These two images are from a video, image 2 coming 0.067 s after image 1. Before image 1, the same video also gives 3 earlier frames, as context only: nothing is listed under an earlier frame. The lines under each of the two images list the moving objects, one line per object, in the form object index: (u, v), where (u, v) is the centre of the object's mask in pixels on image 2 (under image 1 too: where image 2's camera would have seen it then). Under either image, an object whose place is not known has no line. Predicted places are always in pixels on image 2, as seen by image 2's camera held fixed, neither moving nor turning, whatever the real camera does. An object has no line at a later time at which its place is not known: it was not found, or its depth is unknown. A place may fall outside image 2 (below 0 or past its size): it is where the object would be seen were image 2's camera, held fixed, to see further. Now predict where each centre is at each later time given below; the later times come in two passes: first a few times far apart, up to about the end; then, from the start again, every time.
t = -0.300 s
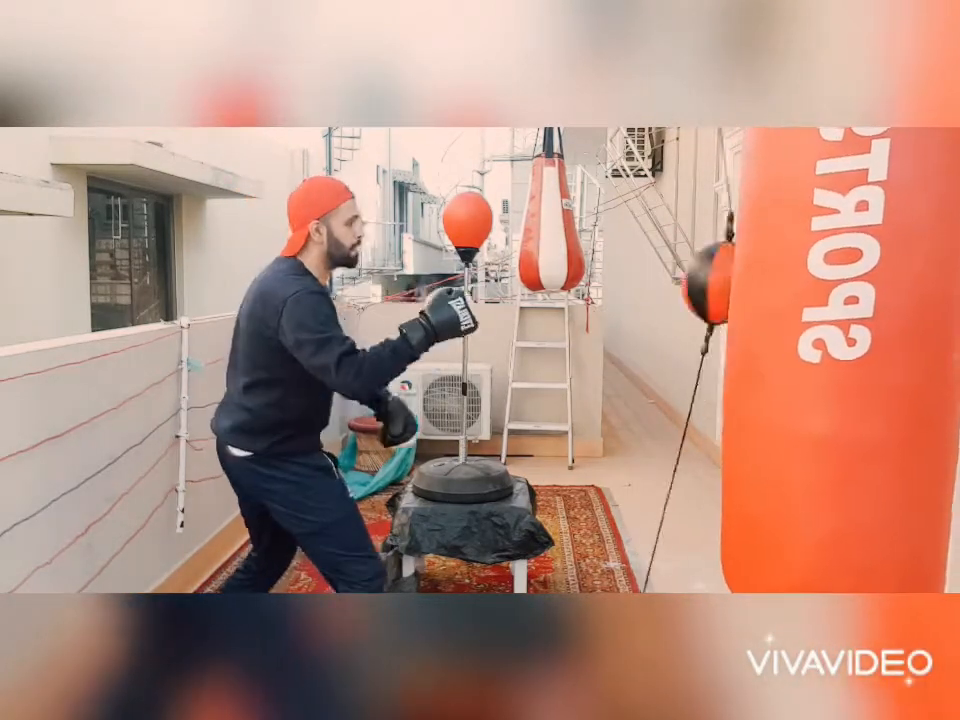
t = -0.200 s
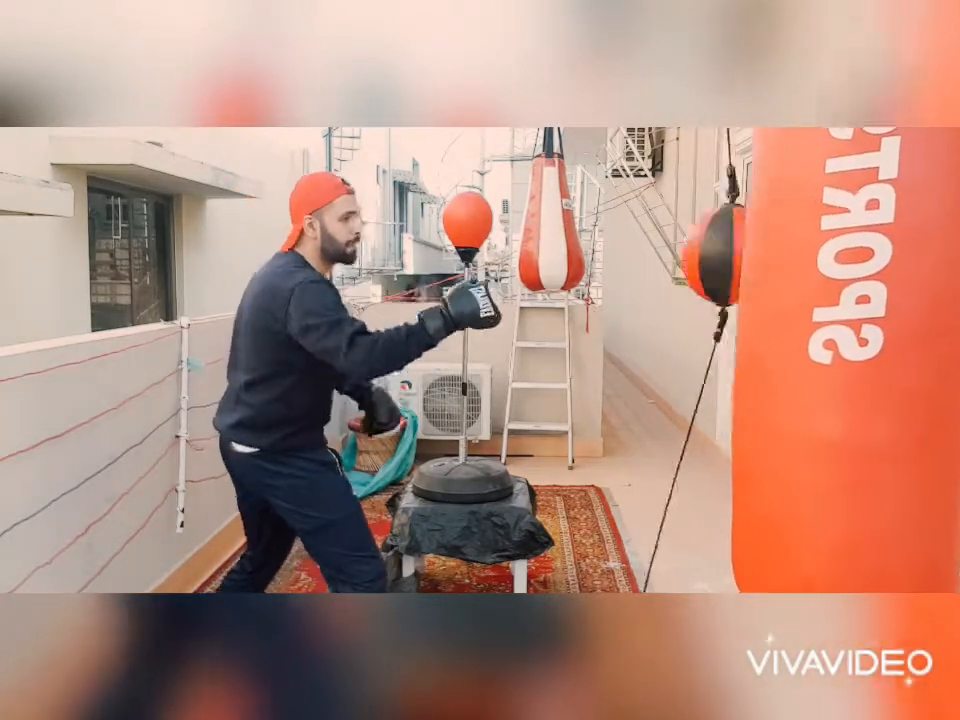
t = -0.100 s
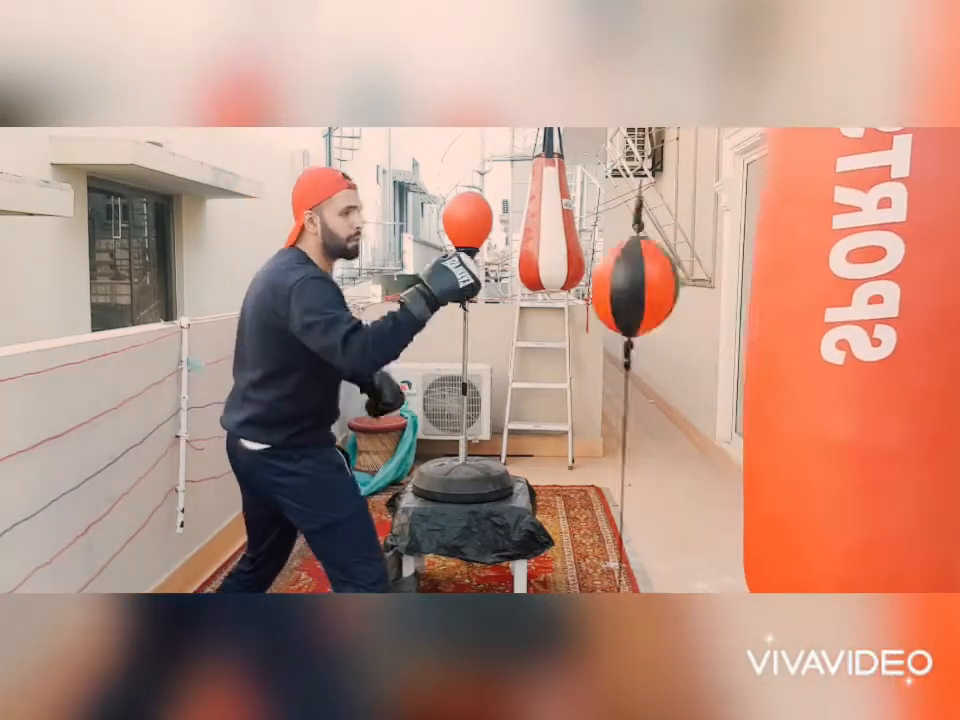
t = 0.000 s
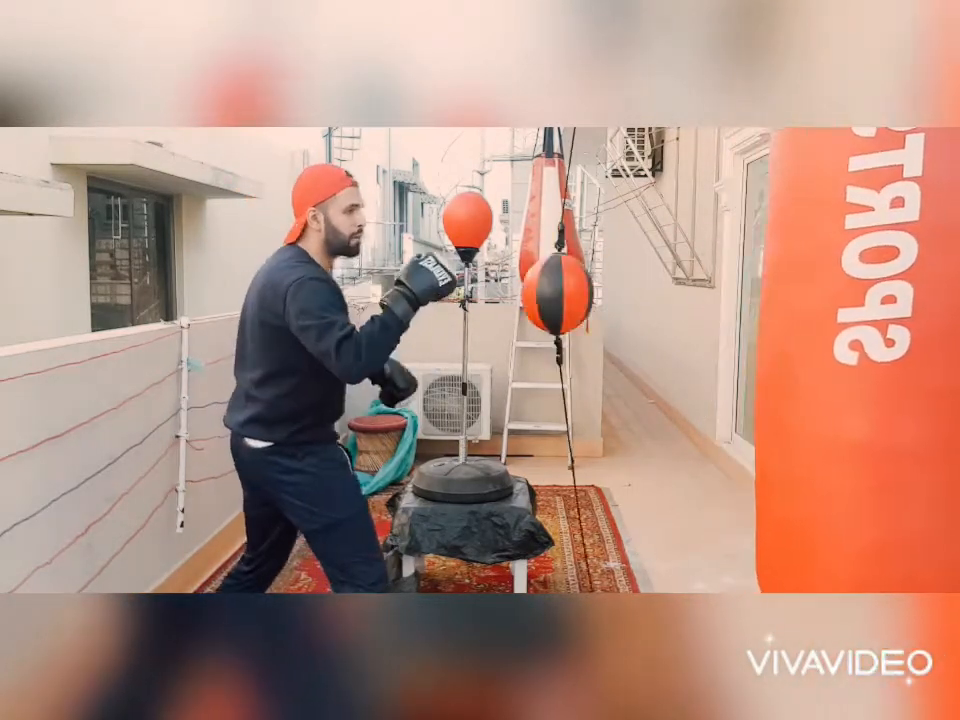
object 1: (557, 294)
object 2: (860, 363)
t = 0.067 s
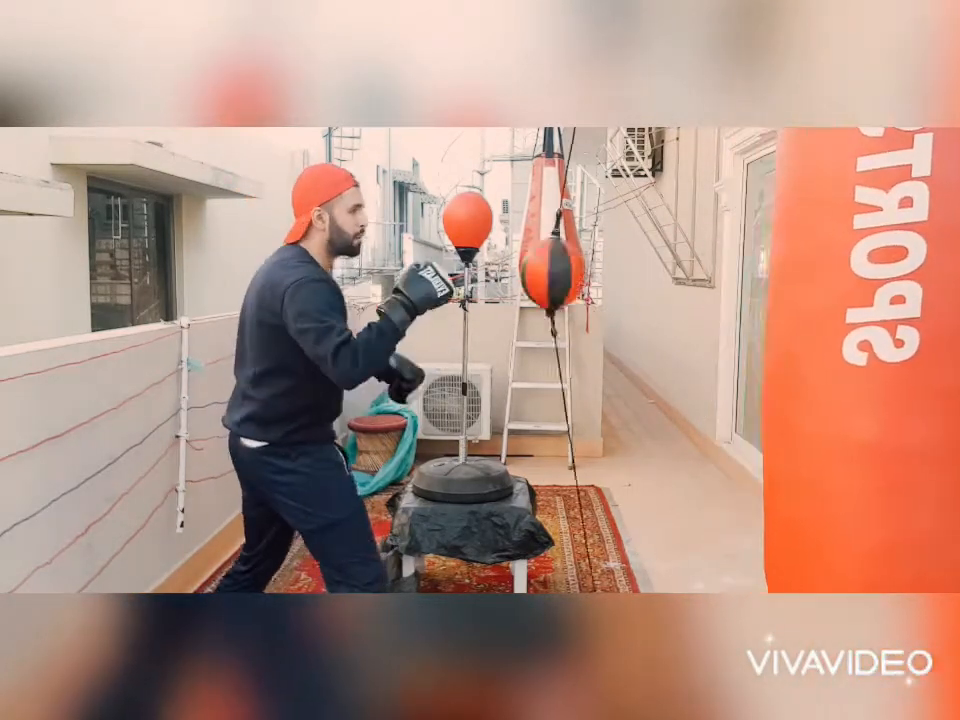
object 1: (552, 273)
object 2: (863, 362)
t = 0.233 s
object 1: (638, 274)
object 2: (872, 361)
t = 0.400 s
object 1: (735, 286)
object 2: (881, 360)
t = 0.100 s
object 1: (560, 265)
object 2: (865, 362)
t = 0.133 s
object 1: (574, 261)
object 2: (867, 362)
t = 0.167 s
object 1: (592, 261)
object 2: (869, 362)
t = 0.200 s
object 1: (613, 266)
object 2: (871, 362)
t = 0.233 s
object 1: (638, 274)
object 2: (872, 361)
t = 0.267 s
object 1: (663, 284)
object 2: (875, 362)
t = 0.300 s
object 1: (688, 291)
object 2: (876, 361)
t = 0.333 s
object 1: (711, 295)
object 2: (878, 361)
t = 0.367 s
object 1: (727, 292)
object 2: (880, 361)
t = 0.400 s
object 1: (735, 286)
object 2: (881, 360)
